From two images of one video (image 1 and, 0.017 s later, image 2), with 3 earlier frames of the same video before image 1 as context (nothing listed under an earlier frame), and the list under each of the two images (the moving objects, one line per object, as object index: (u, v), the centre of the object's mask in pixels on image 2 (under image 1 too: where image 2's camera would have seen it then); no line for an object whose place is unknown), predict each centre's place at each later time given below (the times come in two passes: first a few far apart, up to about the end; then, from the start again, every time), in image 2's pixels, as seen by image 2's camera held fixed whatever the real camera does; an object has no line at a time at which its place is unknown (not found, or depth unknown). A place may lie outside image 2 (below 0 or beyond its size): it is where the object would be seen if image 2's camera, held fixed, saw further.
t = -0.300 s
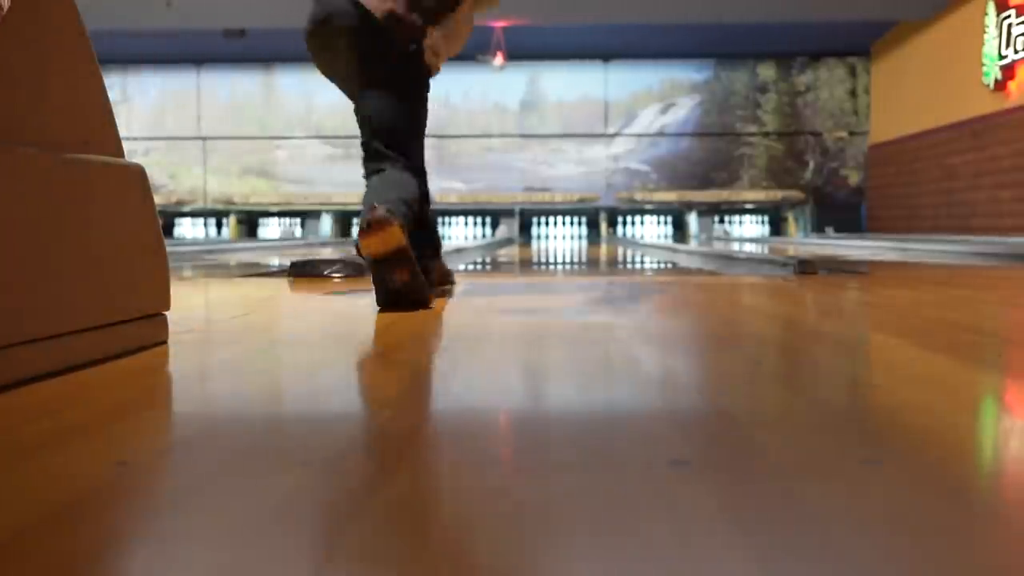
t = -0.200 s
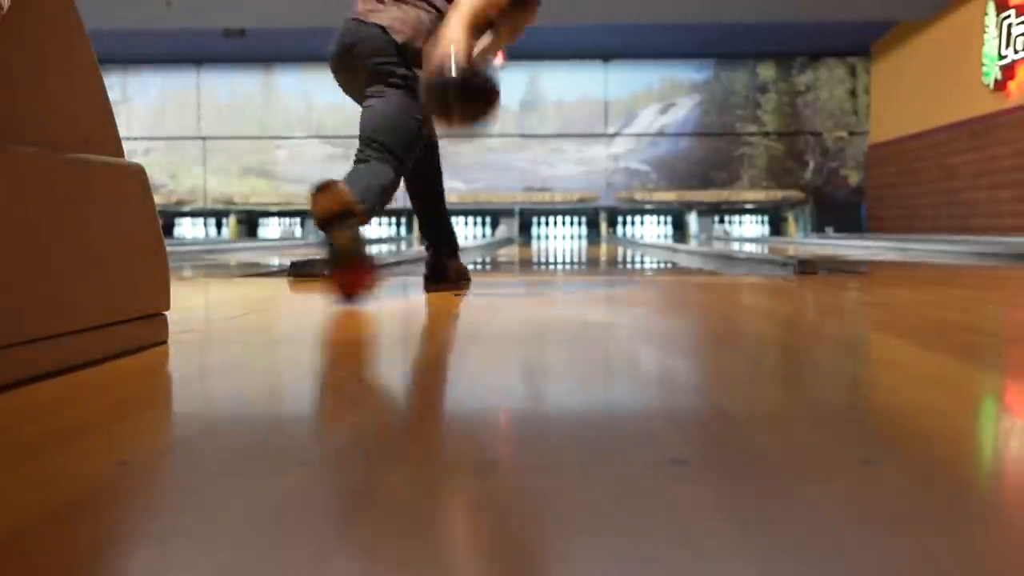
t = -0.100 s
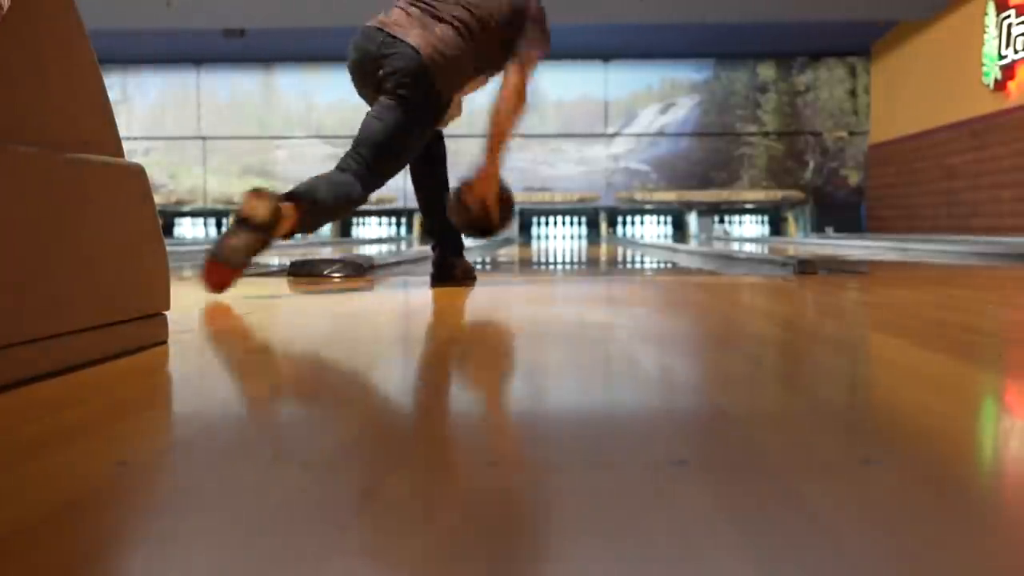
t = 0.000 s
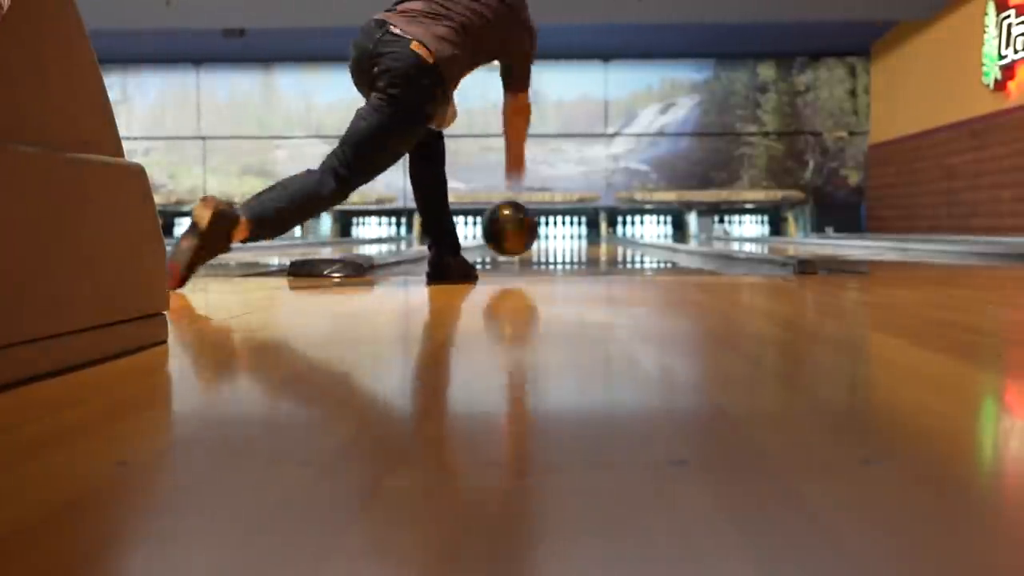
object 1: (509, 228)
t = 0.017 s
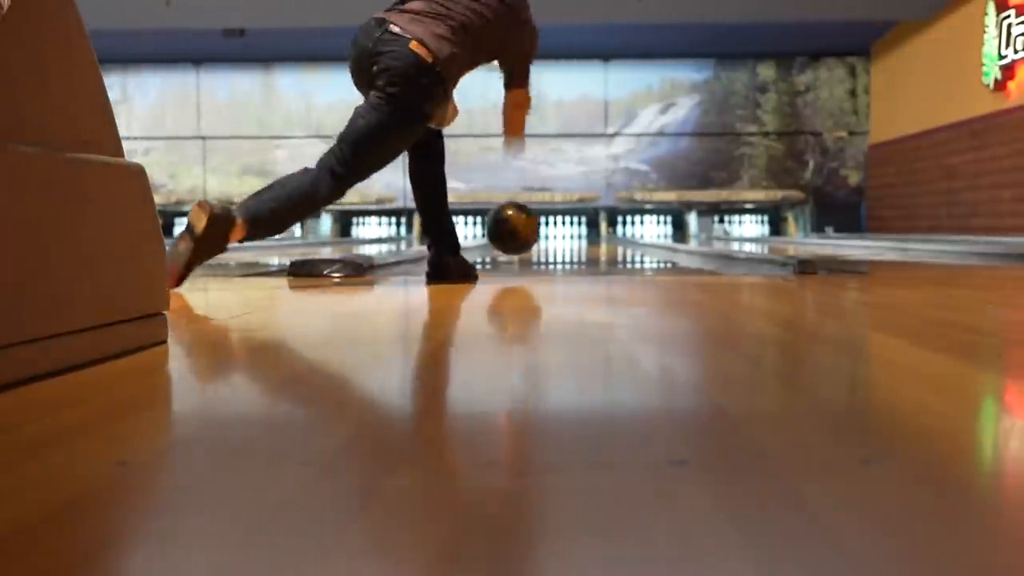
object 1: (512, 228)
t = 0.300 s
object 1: (552, 240)
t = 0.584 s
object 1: (570, 238)
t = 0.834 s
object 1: (579, 236)
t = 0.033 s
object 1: (516, 228)
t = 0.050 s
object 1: (518, 229)
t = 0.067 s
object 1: (521, 230)
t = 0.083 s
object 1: (524, 232)
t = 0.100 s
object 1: (527, 235)
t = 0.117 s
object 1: (530, 236)
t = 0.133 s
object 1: (533, 240)
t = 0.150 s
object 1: (534, 242)
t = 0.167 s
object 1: (536, 242)
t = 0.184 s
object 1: (538, 242)
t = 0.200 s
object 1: (540, 242)
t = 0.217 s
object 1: (543, 242)
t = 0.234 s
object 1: (544, 241)
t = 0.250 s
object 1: (546, 241)
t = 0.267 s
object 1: (548, 241)
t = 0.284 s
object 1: (550, 241)
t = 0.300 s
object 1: (552, 240)
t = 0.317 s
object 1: (553, 240)
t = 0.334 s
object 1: (555, 241)
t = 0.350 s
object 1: (556, 240)
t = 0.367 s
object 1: (557, 240)
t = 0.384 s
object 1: (559, 240)
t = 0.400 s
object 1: (560, 240)
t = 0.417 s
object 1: (561, 240)
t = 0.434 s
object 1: (562, 239)
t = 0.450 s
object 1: (563, 239)
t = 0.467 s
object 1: (563, 239)
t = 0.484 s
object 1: (565, 239)
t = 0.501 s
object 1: (566, 239)
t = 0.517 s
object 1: (567, 238)
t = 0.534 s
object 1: (567, 239)
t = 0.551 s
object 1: (568, 238)
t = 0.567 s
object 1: (569, 238)
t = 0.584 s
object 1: (570, 238)
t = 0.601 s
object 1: (571, 237)
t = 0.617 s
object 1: (572, 237)
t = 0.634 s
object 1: (573, 238)
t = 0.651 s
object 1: (574, 237)
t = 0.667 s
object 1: (574, 237)
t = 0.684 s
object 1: (575, 237)
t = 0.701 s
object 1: (575, 237)
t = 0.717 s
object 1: (576, 237)
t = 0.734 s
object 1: (576, 237)
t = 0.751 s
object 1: (577, 236)
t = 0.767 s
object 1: (577, 236)
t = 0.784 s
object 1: (577, 236)
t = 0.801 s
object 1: (578, 236)
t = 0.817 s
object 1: (579, 236)
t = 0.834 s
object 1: (579, 236)
